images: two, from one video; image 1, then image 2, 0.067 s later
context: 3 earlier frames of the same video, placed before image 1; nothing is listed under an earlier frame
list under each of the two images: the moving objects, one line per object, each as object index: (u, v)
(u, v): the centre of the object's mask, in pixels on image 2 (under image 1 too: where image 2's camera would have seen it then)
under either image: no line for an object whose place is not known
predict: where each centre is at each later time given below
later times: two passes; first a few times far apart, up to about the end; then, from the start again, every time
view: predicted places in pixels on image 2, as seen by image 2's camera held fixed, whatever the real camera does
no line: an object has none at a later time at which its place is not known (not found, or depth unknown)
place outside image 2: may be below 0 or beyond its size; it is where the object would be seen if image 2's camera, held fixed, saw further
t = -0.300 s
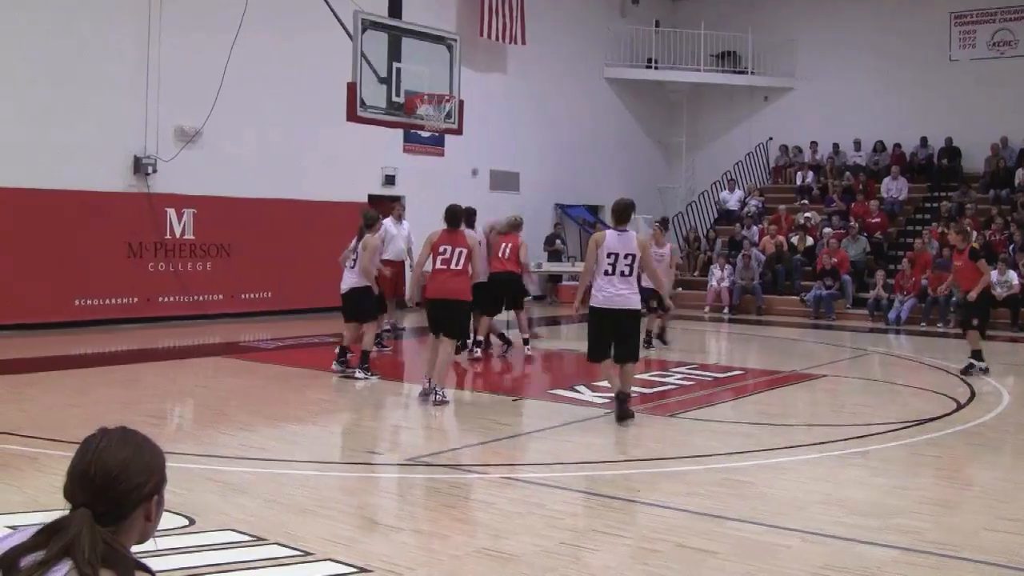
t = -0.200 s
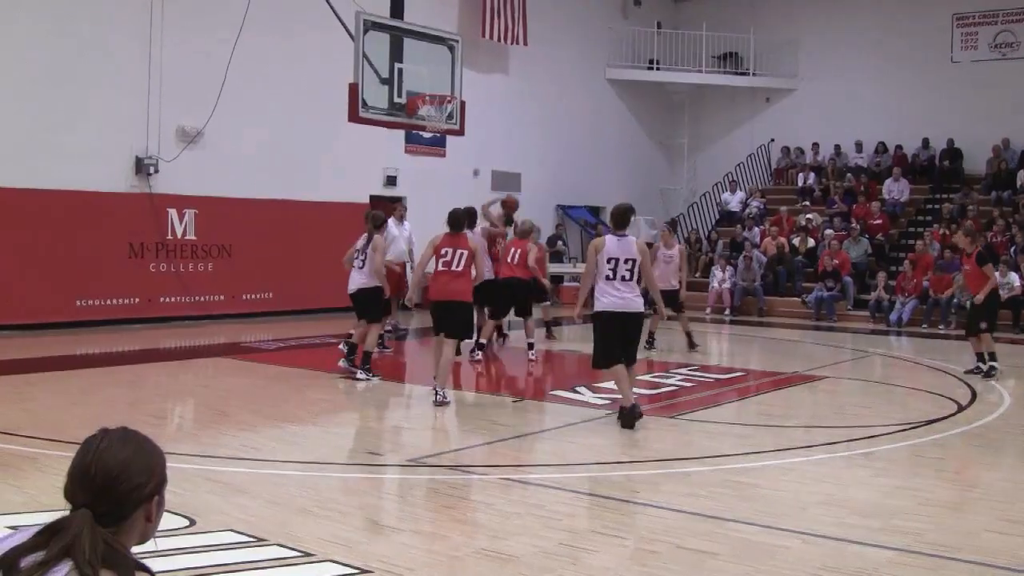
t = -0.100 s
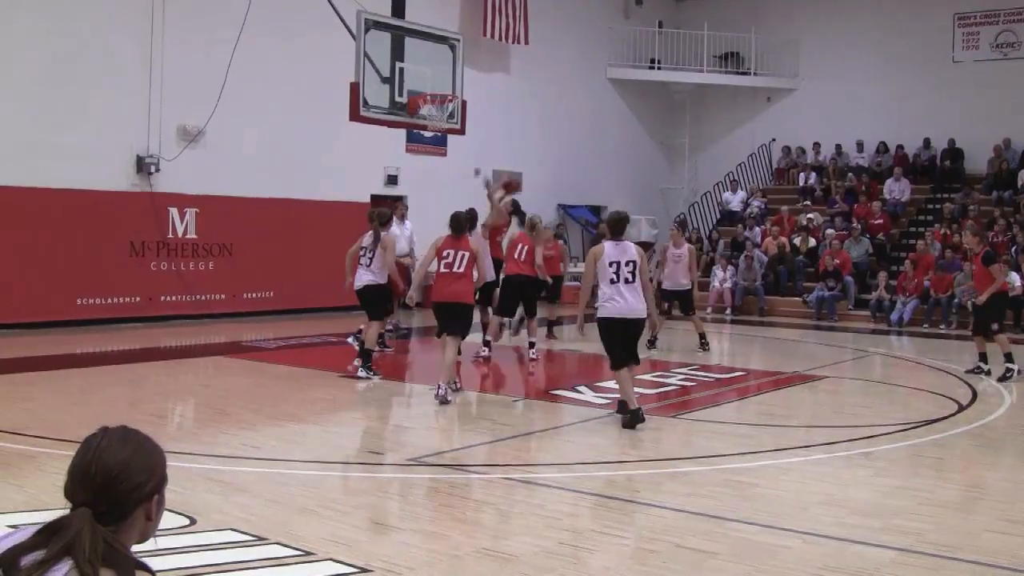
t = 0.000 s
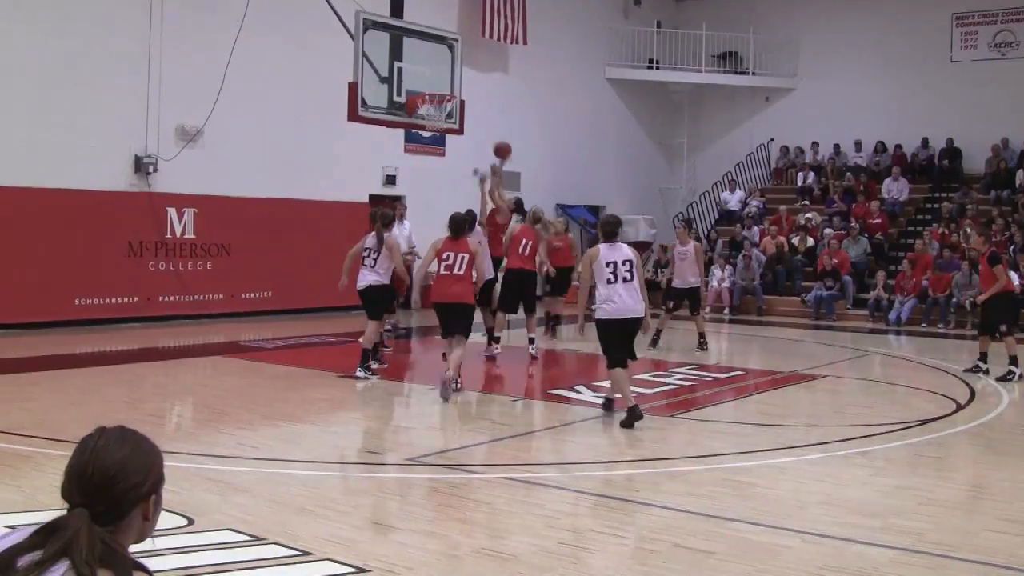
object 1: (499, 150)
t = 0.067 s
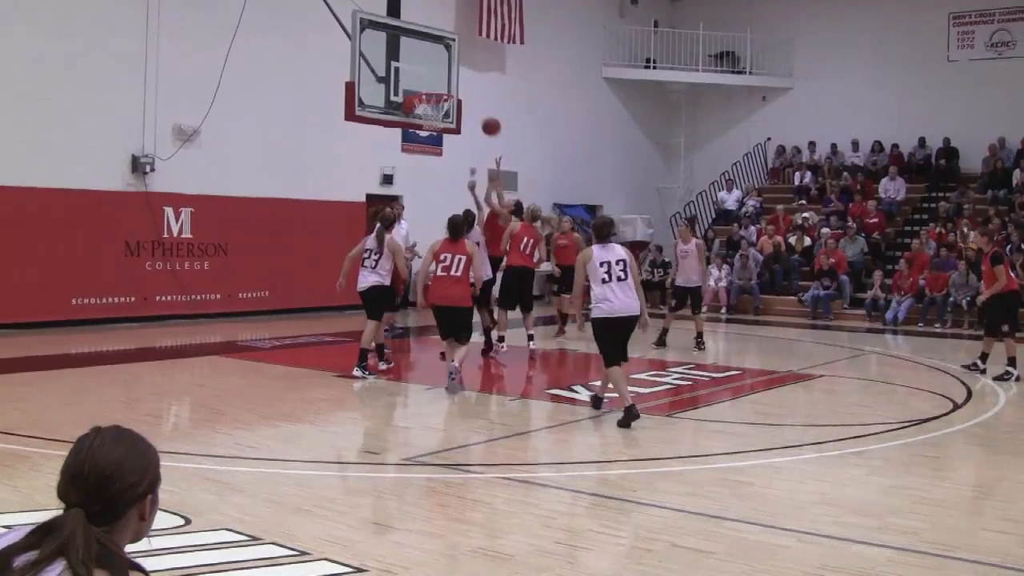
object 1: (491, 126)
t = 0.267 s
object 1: (463, 77)
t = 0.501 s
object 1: (430, 58)
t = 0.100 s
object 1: (486, 116)
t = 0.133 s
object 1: (482, 106)
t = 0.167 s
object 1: (477, 98)
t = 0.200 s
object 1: (472, 90)
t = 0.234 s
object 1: (467, 83)
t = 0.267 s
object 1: (463, 77)
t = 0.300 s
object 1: (458, 72)
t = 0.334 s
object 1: (454, 68)
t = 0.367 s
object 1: (449, 63)
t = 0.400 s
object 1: (445, 61)
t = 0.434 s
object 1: (439, 59)
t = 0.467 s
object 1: (435, 58)
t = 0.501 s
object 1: (430, 58)
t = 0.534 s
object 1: (430, 59)
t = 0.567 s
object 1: (430, 60)
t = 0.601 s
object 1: (431, 62)
